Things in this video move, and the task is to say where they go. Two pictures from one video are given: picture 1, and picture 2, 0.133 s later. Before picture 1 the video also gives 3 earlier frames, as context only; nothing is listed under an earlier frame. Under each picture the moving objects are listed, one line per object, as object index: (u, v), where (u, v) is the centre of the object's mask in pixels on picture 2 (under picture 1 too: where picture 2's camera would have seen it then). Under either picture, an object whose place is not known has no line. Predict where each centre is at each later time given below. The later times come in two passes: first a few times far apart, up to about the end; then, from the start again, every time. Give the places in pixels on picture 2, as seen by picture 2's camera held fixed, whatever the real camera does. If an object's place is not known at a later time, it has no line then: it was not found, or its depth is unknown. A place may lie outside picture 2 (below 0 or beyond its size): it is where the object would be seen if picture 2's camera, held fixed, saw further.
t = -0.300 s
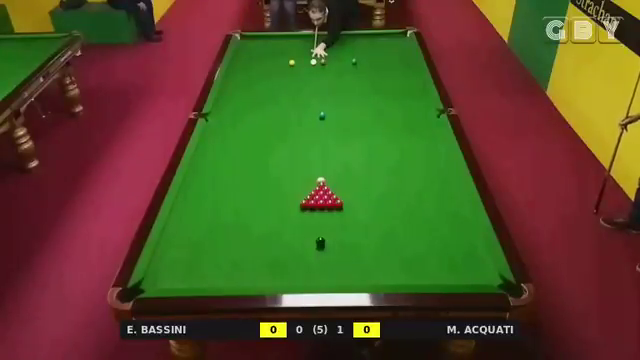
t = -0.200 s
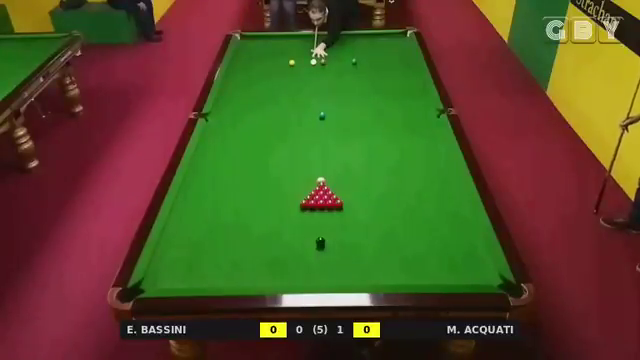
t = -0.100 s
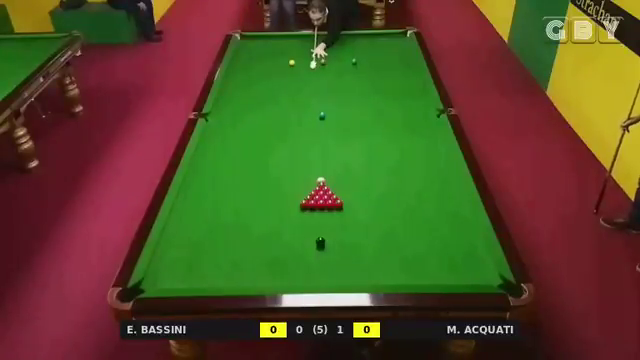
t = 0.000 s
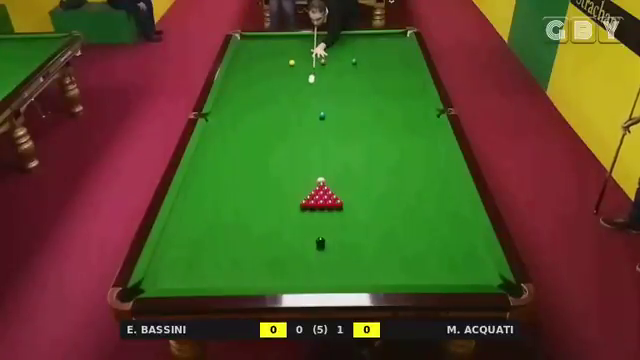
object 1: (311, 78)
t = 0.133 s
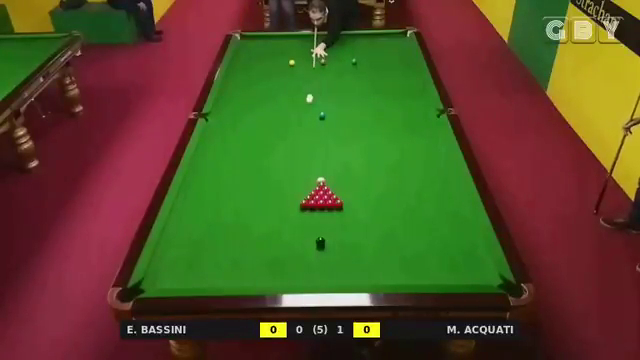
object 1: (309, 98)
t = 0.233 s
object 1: (307, 113)
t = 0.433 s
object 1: (304, 144)
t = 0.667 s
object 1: (299, 190)
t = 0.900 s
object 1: (268, 219)
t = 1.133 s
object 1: (232, 249)
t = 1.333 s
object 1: (196, 279)
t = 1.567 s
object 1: (180, 263)
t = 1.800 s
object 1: (169, 244)
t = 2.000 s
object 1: (173, 229)
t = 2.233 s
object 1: (188, 215)
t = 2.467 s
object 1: (202, 203)
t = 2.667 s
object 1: (213, 193)
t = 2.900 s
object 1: (224, 183)
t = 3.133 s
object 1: (234, 174)
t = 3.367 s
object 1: (243, 165)
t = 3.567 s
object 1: (250, 159)
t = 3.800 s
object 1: (258, 152)
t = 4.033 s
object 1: (264, 146)
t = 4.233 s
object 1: (269, 141)
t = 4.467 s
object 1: (275, 135)
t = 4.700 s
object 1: (280, 131)
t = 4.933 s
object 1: (284, 126)
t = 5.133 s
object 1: (288, 123)
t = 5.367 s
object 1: (291, 119)
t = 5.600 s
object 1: (294, 116)
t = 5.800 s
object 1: (297, 113)
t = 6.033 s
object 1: (300, 111)
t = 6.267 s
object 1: (302, 108)
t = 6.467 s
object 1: (304, 107)
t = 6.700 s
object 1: (306, 105)
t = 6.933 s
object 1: (307, 104)
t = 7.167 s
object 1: (308, 103)
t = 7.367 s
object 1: (309, 102)
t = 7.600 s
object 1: (310, 101)
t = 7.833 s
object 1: (311, 101)
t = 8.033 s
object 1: (311, 101)
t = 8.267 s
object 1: (311, 101)
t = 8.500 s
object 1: (311, 101)
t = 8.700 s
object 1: (311, 101)
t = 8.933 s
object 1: (311, 101)
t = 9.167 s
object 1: (311, 101)
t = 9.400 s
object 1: (311, 101)
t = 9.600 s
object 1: (311, 101)
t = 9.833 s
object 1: (311, 101)
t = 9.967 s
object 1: (311, 101)
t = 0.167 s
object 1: (309, 103)
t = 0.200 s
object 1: (308, 108)
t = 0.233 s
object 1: (307, 113)
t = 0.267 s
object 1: (307, 117)
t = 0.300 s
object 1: (307, 123)
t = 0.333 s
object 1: (306, 128)
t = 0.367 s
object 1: (305, 133)
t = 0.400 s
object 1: (305, 139)
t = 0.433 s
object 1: (304, 144)
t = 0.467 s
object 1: (304, 150)
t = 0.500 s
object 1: (303, 156)
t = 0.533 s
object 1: (302, 163)
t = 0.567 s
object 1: (302, 169)
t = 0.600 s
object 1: (301, 176)
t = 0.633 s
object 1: (300, 183)
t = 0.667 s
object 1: (299, 190)
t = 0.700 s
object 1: (298, 197)
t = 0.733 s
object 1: (294, 201)
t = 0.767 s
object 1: (288, 205)
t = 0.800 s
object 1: (283, 207)
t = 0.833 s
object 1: (278, 211)
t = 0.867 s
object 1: (273, 214)
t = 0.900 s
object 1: (268, 219)
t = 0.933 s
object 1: (264, 223)
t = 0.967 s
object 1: (258, 227)
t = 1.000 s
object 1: (254, 231)
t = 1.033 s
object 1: (248, 236)
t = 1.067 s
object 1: (243, 240)
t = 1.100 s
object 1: (238, 245)
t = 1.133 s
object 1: (232, 249)
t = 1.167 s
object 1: (226, 254)
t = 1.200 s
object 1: (221, 259)
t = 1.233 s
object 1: (215, 264)
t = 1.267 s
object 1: (209, 270)
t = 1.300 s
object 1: (203, 275)
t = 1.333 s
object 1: (196, 279)
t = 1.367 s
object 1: (191, 282)
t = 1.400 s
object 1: (189, 279)
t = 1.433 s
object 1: (187, 276)
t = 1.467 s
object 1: (186, 273)
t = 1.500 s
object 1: (184, 270)
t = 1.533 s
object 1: (182, 266)
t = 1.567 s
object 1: (180, 263)
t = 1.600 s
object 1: (179, 261)
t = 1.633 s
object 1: (177, 258)
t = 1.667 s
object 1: (175, 254)
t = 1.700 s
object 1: (174, 252)
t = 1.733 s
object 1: (172, 249)
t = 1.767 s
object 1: (170, 246)
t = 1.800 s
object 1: (169, 244)
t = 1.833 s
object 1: (167, 241)
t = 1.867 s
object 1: (166, 238)
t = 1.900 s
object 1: (165, 236)
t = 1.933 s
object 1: (168, 233)
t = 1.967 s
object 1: (170, 232)
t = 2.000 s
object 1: (173, 229)
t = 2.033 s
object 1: (175, 227)
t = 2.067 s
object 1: (178, 225)
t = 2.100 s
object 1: (180, 223)
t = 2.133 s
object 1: (182, 221)
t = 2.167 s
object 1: (184, 219)
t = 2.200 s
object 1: (186, 217)
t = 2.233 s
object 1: (188, 215)
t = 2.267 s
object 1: (190, 214)
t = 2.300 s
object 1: (192, 212)
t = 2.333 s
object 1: (195, 210)
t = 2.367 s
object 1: (197, 208)
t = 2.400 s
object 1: (198, 206)
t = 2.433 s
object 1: (200, 205)
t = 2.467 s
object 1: (202, 203)
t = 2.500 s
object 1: (204, 201)
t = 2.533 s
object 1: (206, 200)
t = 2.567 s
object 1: (208, 198)
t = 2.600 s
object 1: (210, 196)
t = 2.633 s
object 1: (211, 195)
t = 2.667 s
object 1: (213, 193)
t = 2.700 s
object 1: (215, 192)
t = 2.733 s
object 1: (216, 190)
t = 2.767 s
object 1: (218, 189)
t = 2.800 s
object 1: (220, 187)
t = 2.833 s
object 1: (221, 186)
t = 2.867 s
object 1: (223, 184)
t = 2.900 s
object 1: (224, 183)
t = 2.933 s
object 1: (226, 182)
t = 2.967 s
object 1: (227, 180)
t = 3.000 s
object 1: (229, 179)
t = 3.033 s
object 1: (230, 178)
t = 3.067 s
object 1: (232, 176)
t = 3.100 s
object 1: (233, 175)
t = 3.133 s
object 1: (234, 174)
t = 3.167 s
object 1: (236, 173)
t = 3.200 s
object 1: (237, 172)
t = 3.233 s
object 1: (238, 170)
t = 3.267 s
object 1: (240, 169)
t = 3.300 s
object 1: (241, 168)
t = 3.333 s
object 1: (242, 166)
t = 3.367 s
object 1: (243, 165)
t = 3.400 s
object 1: (245, 164)
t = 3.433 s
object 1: (246, 163)
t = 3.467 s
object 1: (247, 162)
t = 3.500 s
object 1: (248, 161)
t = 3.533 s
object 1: (249, 160)
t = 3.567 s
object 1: (250, 159)
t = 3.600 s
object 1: (251, 158)
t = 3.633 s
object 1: (253, 157)
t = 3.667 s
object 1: (254, 156)
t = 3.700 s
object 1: (254, 155)
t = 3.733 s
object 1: (256, 154)
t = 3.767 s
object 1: (257, 153)
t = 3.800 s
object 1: (258, 152)
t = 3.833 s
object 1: (259, 151)
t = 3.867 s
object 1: (260, 150)
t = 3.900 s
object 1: (261, 149)
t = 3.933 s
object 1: (261, 148)
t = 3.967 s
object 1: (262, 147)
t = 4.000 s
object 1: (263, 147)
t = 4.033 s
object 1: (264, 146)
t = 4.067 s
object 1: (265, 145)
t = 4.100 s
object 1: (266, 144)
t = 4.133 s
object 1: (267, 143)
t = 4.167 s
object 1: (268, 142)
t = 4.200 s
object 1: (268, 142)
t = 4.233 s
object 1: (269, 141)
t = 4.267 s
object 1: (270, 140)
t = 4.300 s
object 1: (271, 139)
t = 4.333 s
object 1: (272, 138)
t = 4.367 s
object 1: (273, 138)
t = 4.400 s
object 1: (273, 137)
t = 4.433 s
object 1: (274, 136)
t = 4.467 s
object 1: (275, 135)
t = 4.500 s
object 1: (276, 134)
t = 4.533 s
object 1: (276, 134)
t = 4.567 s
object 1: (277, 133)
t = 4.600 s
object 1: (277, 132)
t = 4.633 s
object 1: (278, 132)
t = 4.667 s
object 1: (279, 131)
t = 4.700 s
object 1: (280, 131)
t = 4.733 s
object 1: (280, 130)
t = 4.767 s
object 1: (281, 129)
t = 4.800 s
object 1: (282, 129)
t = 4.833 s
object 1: (282, 128)
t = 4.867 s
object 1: (283, 127)
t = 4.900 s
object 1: (284, 127)
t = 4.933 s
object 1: (284, 126)
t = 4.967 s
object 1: (285, 125)
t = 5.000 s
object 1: (285, 125)
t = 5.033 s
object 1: (286, 124)
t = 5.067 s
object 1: (287, 124)
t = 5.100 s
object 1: (287, 123)
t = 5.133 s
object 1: (288, 123)
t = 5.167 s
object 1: (288, 122)
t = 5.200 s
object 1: (289, 122)
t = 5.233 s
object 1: (289, 121)
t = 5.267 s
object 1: (290, 120)
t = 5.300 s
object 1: (290, 120)
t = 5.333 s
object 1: (291, 119)
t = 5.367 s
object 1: (291, 119)
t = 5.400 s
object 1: (292, 118)
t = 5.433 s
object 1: (292, 118)
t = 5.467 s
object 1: (293, 117)
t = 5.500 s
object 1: (293, 117)
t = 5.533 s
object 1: (294, 117)
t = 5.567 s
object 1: (294, 116)
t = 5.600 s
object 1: (294, 116)
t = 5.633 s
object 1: (295, 115)
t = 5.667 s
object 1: (295, 115)
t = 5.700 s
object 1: (296, 114)
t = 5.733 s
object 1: (296, 114)
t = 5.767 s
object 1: (297, 114)
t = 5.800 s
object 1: (297, 113)
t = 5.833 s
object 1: (297, 113)
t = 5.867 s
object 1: (298, 112)
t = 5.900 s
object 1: (298, 112)
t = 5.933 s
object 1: (298, 112)
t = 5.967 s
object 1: (299, 111)
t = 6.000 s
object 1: (299, 111)
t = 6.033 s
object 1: (300, 111)
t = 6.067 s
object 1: (300, 110)
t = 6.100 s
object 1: (300, 110)
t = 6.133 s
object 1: (301, 110)
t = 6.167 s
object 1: (301, 109)
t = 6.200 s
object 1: (301, 109)
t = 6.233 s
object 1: (301, 108)
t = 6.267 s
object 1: (302, 108)
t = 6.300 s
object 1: (302, 108)
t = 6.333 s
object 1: (303, 108)
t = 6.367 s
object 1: (303, 108)
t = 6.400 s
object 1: (303, 107)
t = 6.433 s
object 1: (303, 107)
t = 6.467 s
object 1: (304, 107)
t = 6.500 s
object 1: (304, 106)
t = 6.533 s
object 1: (304, 106)
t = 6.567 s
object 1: (305, 106)
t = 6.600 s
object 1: (305, 106)
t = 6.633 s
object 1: (305, 105)
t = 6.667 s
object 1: (305, 105)
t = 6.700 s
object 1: (306, 105)
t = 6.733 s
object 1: (306, 105)
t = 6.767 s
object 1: (306, 104)
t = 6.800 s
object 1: (306, 104)
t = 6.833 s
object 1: (307, 104)
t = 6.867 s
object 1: (307, 104)
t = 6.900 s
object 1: (307, 104)
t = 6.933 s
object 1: (307, 104)
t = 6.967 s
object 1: (307, 103)
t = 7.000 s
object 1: (308, 103)
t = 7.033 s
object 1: (308, 103)
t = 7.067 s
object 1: (308, 103)
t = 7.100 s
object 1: (308, 103)
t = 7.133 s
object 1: (308, 103)
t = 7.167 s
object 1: (308, 103)
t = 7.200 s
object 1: (309, 102)
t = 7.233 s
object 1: (309, 102)
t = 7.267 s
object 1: (309, 102)
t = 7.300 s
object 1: (309, 102)
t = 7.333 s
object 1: (309, 102)
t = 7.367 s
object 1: (309, 102)
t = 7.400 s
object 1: (310, 102)
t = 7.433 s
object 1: (310, 102)
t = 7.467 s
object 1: (310, 102)
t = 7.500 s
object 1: (310, 102)
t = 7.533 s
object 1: (310, 102)
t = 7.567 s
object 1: (310, 101)
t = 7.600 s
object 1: (310, 101)
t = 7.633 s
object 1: (310, 101)
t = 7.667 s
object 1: (310, 101)
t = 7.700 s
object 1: (311, 101)
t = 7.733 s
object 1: (311, 101)
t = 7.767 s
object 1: (311, 101)
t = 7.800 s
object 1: (311, 101)
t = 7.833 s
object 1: (311, 101)
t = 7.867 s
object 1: (311, 101)
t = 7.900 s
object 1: (311, 101)
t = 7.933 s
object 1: (311, 101)
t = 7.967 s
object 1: (311, 101)
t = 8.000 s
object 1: (311, 101)
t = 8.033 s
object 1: (311, 101)
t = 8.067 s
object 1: (311, 101)
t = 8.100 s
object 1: (311, 101)
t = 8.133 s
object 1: (311, 101)
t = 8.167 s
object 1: (311, 101)
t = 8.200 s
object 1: (311, 101)
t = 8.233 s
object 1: (311, 101)
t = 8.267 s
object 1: (311, 101)
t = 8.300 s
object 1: (311, 101)
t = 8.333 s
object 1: (311, 101)
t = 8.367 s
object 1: (311, 101)
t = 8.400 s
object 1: (311, 101)
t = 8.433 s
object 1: (311, 101)
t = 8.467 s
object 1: (311, 101)
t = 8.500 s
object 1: (311, 101)
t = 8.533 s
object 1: (311, 101)
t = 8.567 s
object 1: (311, 101)
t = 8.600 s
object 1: (311, 101)
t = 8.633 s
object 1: (311, 101)
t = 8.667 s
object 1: (311, 101)
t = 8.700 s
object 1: (311, 101)
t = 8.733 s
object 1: (311, 101)
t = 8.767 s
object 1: (311, 101)
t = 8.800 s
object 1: (311, 101)
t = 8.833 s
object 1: (311, 101)
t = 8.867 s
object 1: (311, 101)
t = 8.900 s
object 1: (311, 101)
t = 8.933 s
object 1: (311, 101)
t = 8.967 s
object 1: (311, 101)
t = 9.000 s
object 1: (311, 101)
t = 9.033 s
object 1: (311, 101)
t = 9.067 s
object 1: (311, 101)
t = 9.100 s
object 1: (311, 101)
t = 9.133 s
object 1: (311, 101)
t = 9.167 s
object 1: (311, 101)
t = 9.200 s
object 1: (311, 101)
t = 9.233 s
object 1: (311, 101)
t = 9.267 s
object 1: (311, 101)
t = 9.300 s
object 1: (311, 101)
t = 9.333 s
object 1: (311, 101)
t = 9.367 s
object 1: (311, 101)
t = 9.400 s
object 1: (311, 101)
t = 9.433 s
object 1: (311, 101)
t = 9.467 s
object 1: (311, 101)
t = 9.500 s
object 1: (311, 101)
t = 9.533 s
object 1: (311, 101)
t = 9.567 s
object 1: (311, 101)
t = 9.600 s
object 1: (311, 101)
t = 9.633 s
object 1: (311, 101)
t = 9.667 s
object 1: (311, 101)
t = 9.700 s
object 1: (311, 101)
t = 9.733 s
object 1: (311, 101)
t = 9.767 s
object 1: (311, 101)
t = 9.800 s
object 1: (311, 101)
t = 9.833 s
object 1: (311, 101)
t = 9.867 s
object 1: (311, 101)
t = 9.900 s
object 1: (311, 101)
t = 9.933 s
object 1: (311, 101)
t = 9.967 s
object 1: (311, 101)
